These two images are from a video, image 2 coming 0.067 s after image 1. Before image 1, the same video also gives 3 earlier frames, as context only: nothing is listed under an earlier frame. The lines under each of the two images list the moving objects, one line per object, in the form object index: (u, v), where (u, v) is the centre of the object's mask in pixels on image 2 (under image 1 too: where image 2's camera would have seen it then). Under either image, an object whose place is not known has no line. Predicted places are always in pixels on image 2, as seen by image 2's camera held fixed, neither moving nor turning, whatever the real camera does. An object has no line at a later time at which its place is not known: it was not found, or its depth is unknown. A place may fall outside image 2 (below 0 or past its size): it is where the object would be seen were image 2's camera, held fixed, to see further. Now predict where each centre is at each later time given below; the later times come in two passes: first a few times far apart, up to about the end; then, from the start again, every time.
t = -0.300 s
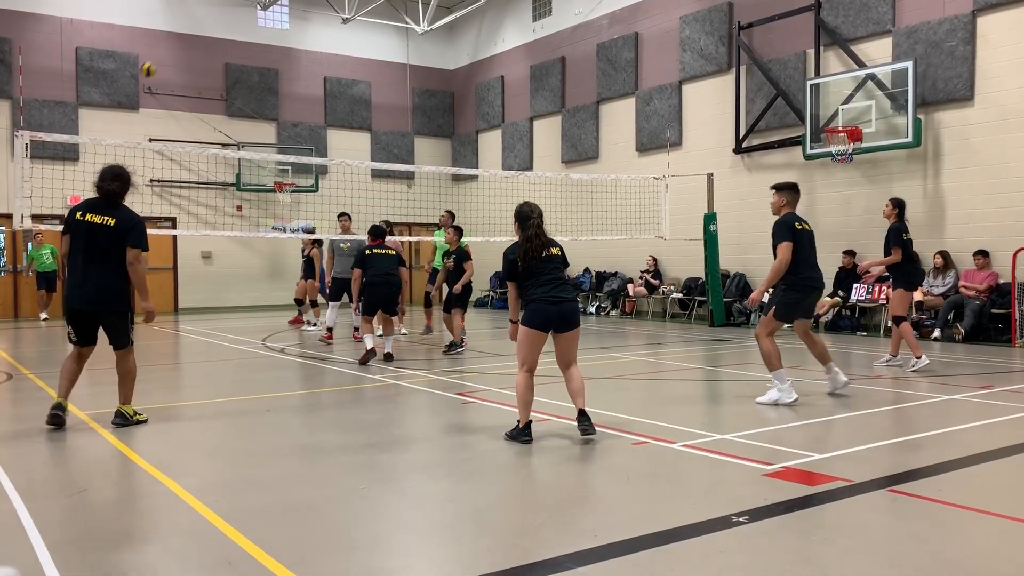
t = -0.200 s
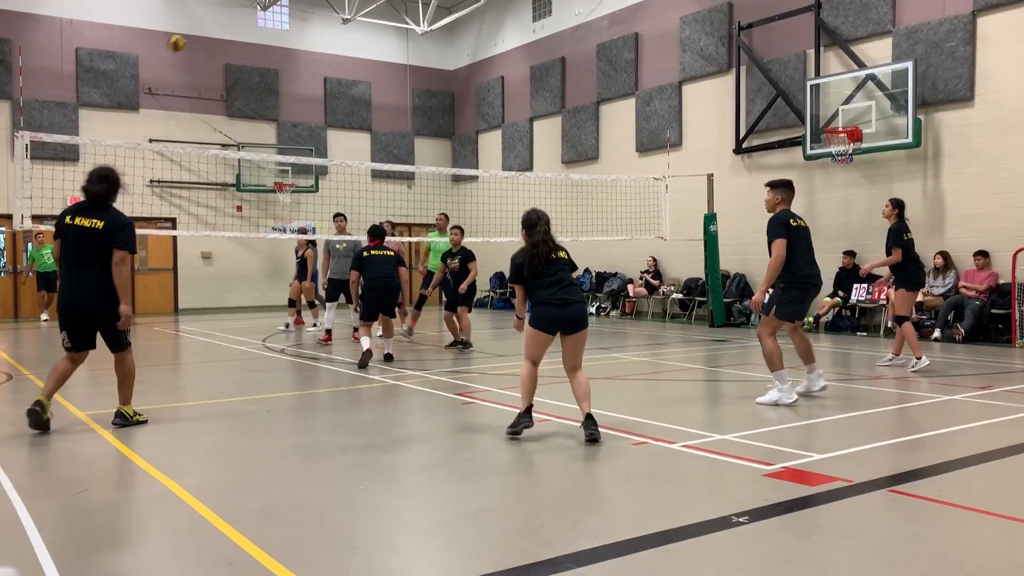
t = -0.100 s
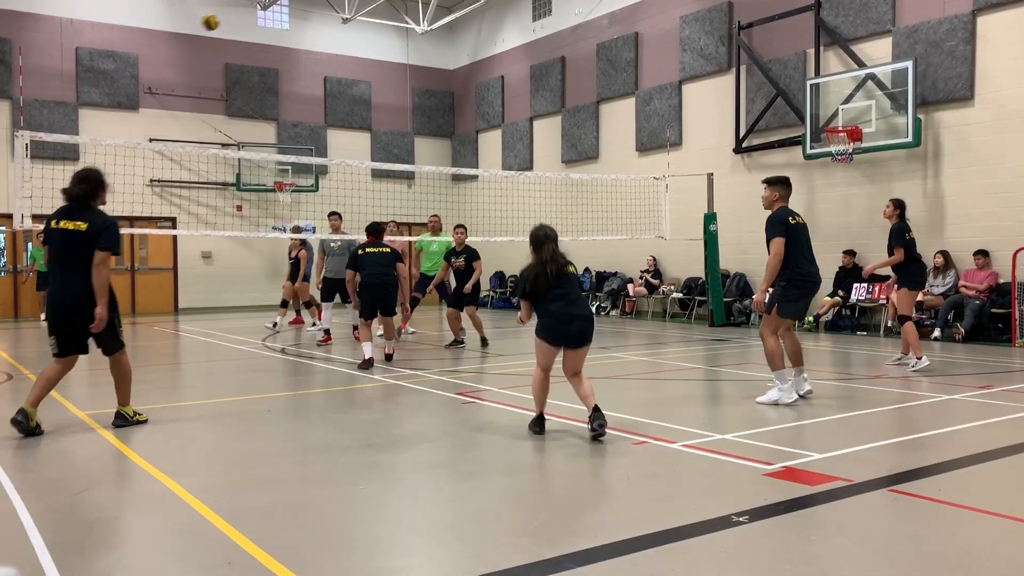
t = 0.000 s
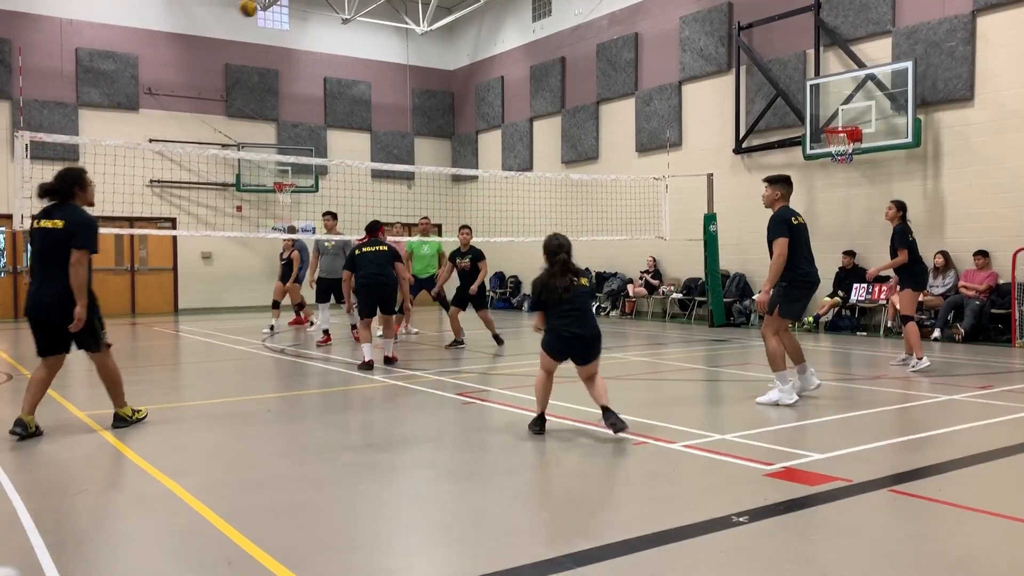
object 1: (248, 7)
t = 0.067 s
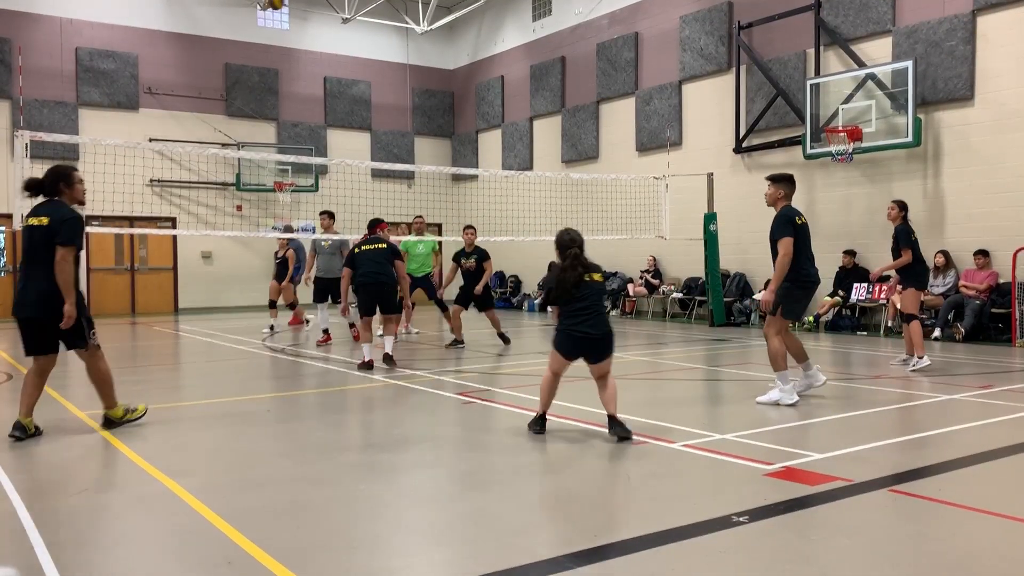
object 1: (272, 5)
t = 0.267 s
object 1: (374, 5)
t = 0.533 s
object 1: (563, 83)
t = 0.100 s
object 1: (290, 4)
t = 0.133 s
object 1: (306, 3)
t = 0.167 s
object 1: (321, 3)
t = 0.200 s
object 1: (338, 3)
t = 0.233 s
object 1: (357, 4)
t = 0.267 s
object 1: (374, 5)
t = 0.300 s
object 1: (393, 7)
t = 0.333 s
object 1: (412, 10)
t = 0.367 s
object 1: (434, 15)
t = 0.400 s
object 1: (457, 26)
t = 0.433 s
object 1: (481, 36)
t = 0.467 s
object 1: (507, 50)
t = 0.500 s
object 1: (535, 65)
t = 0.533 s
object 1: (563, 83)
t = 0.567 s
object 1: (594, 103)
